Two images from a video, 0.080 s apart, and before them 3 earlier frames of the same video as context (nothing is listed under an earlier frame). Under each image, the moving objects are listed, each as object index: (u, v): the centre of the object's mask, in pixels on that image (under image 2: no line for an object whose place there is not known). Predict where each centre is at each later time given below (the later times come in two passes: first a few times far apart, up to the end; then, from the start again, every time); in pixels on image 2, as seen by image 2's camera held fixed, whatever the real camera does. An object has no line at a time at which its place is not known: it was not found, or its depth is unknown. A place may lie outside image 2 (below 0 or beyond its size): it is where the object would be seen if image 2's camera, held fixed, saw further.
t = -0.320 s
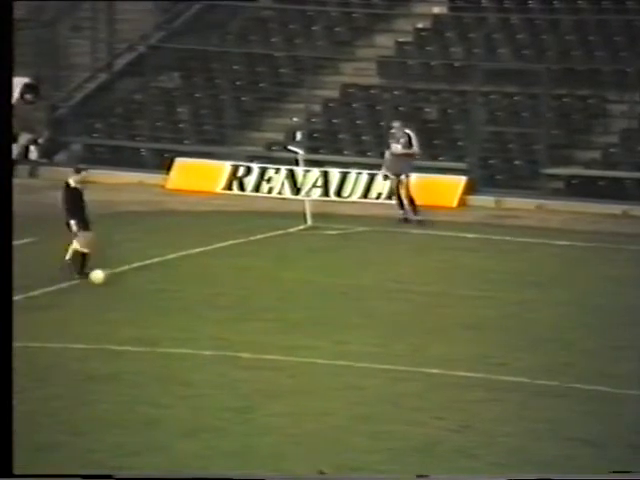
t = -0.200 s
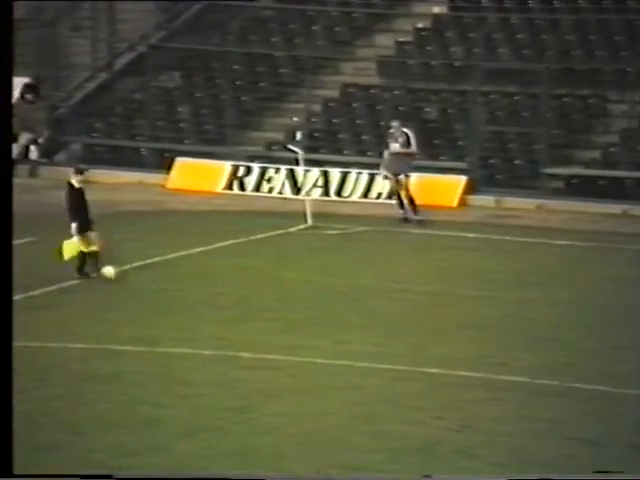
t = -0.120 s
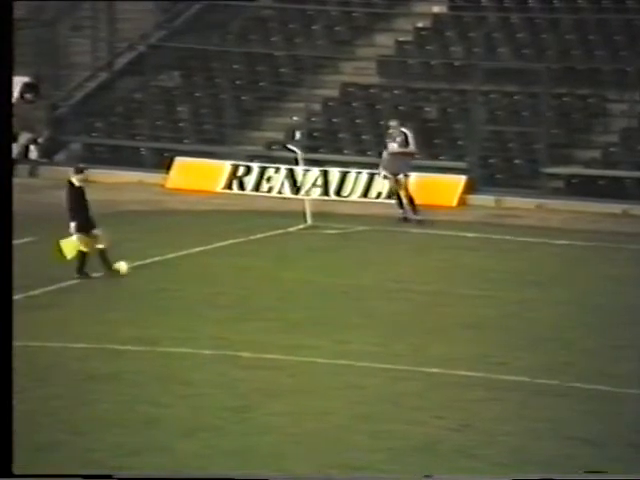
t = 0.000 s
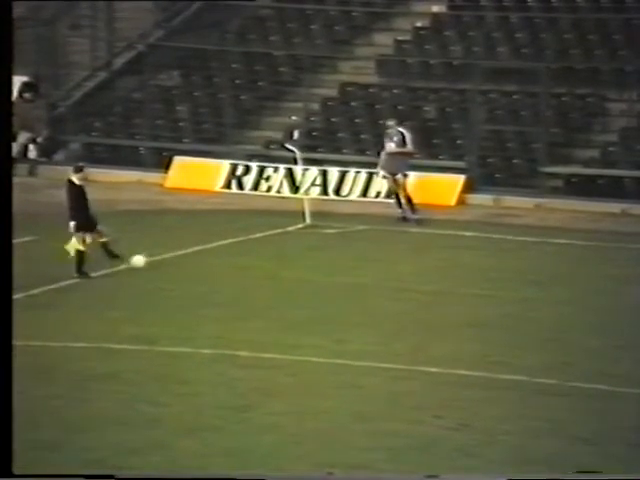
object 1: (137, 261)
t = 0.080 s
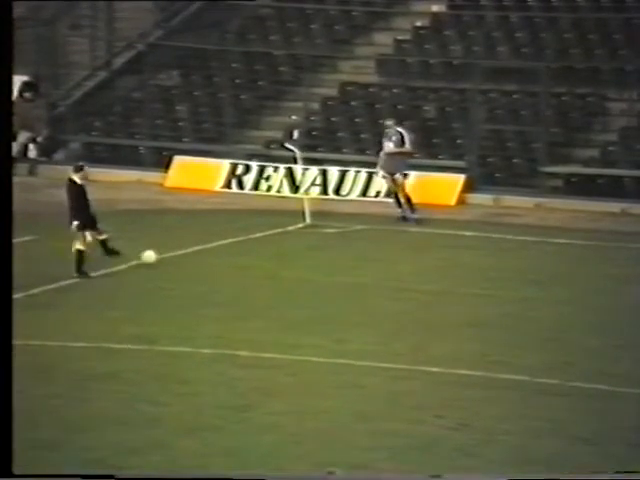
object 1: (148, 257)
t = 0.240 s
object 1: (166, 252)
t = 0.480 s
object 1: (188, 245)
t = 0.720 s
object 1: (207, 239)
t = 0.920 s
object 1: (223, 233)
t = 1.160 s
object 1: (238, 229)
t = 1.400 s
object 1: (253, 222)
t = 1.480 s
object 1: (258, 220)
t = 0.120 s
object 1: (153, 256)
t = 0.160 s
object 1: (158, 254)
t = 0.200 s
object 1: (161, 253)
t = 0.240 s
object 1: (166, 252)
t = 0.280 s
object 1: (169, 250)
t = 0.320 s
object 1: (173, 250)
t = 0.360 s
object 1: (177, 249)
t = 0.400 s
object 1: (181, 247)
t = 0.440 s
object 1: (184, 246)
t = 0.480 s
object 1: (188, 245)
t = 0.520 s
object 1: (191, 244)
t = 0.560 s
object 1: (195, 243)
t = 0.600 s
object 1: (199, 241)
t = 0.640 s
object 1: (201, 240)
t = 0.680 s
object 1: (204, 239)
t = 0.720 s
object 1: (207, 239)
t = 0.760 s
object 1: (210, 238)
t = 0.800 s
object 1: (213, 237)
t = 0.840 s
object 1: (216, 235)
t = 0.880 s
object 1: (219, 234)
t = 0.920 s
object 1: (223, 233)
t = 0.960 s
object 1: (225, 233)
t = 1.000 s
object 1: (228, 232)
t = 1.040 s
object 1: (231, 231)
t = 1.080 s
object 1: (234, 230)
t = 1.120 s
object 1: (236, 229)
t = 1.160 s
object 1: (238, 229)
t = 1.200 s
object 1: (241, 227)
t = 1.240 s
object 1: (243, 226)
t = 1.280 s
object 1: (246, 225)
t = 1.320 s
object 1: (248, 225)
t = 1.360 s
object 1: (250, 223)
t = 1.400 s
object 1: (253, 222)
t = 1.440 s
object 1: (256, 220)
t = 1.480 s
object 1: (258, 220)
